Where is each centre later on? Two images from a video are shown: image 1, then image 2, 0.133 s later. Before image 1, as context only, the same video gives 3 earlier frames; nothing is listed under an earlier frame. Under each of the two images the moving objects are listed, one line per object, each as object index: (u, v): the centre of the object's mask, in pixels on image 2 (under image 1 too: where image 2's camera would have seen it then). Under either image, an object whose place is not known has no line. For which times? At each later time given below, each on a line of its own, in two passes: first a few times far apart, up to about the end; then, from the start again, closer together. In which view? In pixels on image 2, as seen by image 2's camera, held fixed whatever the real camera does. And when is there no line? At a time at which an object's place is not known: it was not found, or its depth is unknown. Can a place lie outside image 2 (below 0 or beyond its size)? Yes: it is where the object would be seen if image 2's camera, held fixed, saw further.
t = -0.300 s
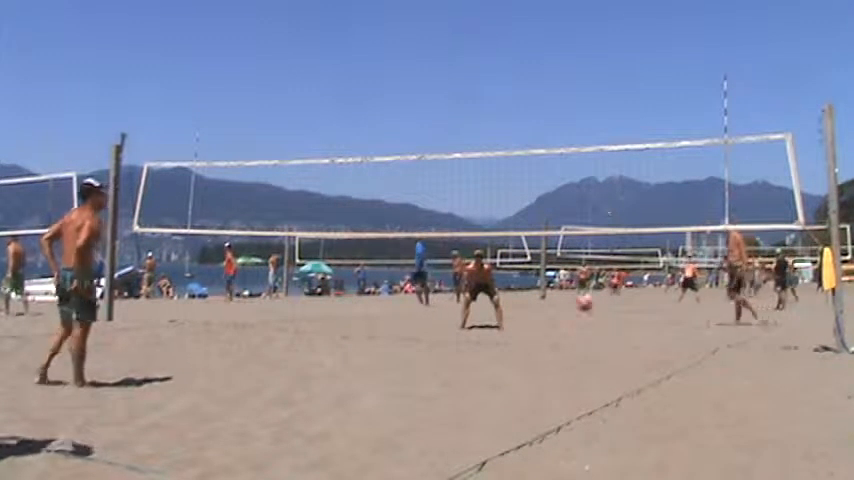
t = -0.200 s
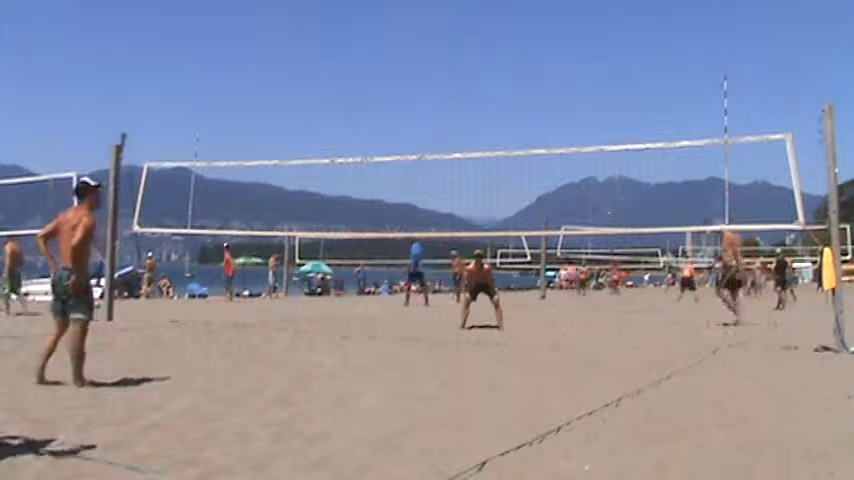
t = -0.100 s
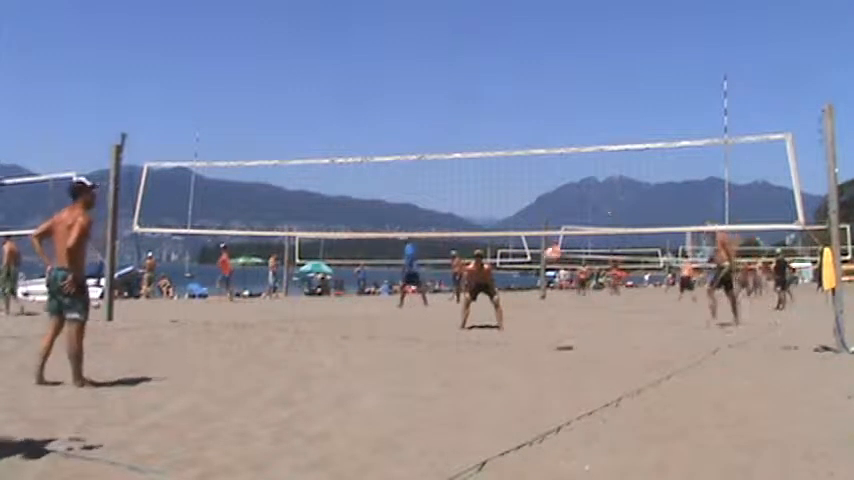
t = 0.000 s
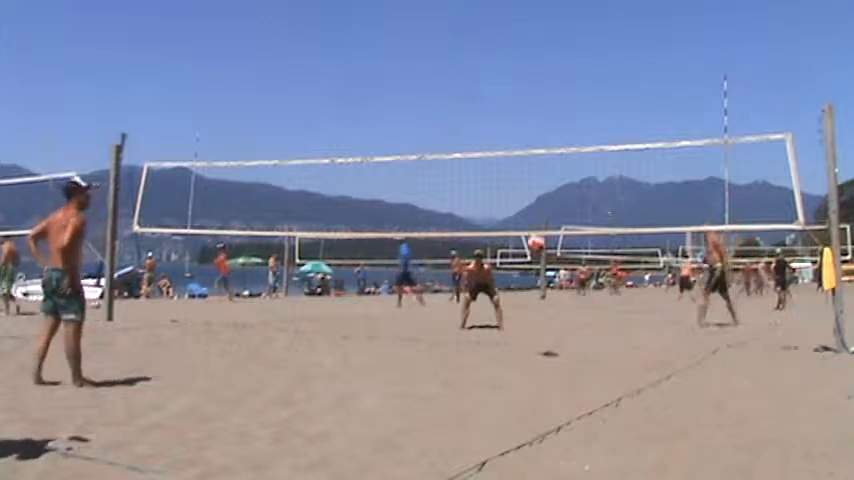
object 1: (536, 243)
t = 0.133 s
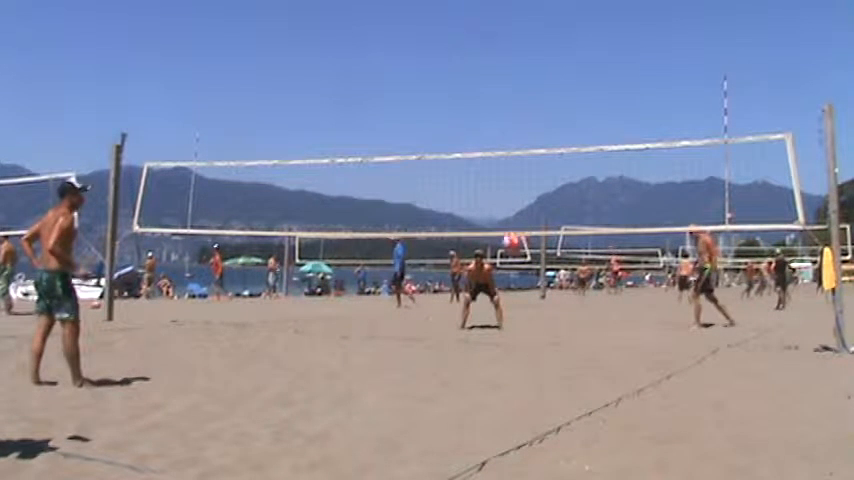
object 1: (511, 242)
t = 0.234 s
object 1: (493, 252)
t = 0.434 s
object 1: (449, 310)
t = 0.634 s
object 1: (409, 372)
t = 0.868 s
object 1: (388, 356)
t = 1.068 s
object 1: (364, 408)
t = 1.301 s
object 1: (351, 389)
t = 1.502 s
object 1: (336, 444)
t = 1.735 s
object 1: (290, 443)
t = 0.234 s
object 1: (493, 252)
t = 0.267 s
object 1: (483, 257)
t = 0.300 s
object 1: (476, 265)
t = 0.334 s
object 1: (470, 275)
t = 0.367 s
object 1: (463, 285)
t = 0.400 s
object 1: (456, 297)
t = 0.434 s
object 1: (449, 310)
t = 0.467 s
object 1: (440, 324)
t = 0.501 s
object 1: (434, 341)
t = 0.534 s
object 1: (424, 357)
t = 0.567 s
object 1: (416, 379)
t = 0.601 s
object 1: (411, 380)
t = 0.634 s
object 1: (409, 372)
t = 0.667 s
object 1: (406, 366)
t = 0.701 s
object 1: (403, 362)
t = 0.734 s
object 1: (400, 358)
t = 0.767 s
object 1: (398, 355)
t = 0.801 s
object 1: (394, 355)
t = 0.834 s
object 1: (391, 355)
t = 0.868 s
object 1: (388, 356)
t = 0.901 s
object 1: (384, 361)
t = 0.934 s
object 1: (381, 366)
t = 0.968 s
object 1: (377, 373)
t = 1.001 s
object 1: (372, 382)
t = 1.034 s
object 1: (367, 393)
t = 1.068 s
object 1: (364, 408)
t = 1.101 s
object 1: (362, 407)
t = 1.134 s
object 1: (360, 399)
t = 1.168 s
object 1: (358, 394)
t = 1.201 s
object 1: (357, 391)
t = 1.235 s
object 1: (355, 389)
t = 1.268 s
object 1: (353, 389)
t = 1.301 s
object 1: (351, 389)
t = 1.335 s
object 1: (349, 394)
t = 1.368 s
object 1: (347, 401)
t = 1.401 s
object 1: (345, 411)
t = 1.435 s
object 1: (342, 422)
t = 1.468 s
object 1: (338, 437)
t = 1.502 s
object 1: (336, 444)
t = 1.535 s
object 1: (331, 438)
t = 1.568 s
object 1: (325, 435)
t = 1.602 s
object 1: (318, 429)
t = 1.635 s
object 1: (312, 429)
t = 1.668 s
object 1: (305, 432)
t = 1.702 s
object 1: (298, 436)
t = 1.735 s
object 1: (290, 443)
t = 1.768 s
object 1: (283, 452)
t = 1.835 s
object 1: (265, 467)
